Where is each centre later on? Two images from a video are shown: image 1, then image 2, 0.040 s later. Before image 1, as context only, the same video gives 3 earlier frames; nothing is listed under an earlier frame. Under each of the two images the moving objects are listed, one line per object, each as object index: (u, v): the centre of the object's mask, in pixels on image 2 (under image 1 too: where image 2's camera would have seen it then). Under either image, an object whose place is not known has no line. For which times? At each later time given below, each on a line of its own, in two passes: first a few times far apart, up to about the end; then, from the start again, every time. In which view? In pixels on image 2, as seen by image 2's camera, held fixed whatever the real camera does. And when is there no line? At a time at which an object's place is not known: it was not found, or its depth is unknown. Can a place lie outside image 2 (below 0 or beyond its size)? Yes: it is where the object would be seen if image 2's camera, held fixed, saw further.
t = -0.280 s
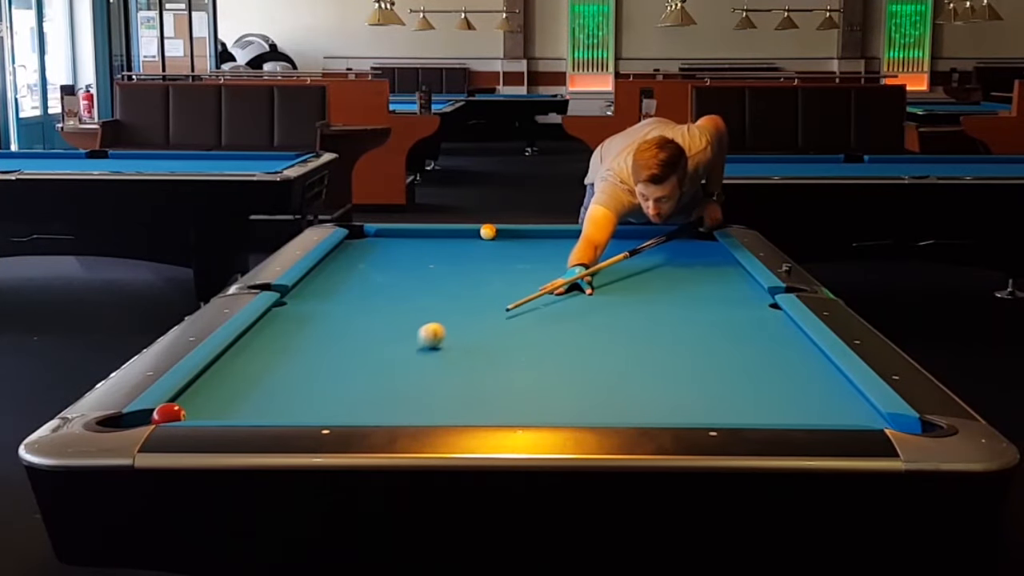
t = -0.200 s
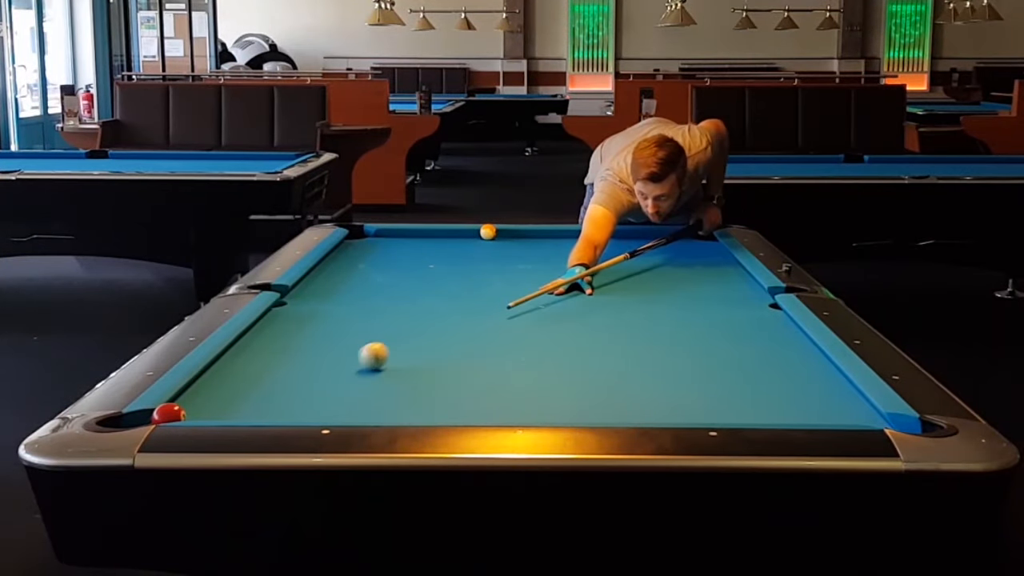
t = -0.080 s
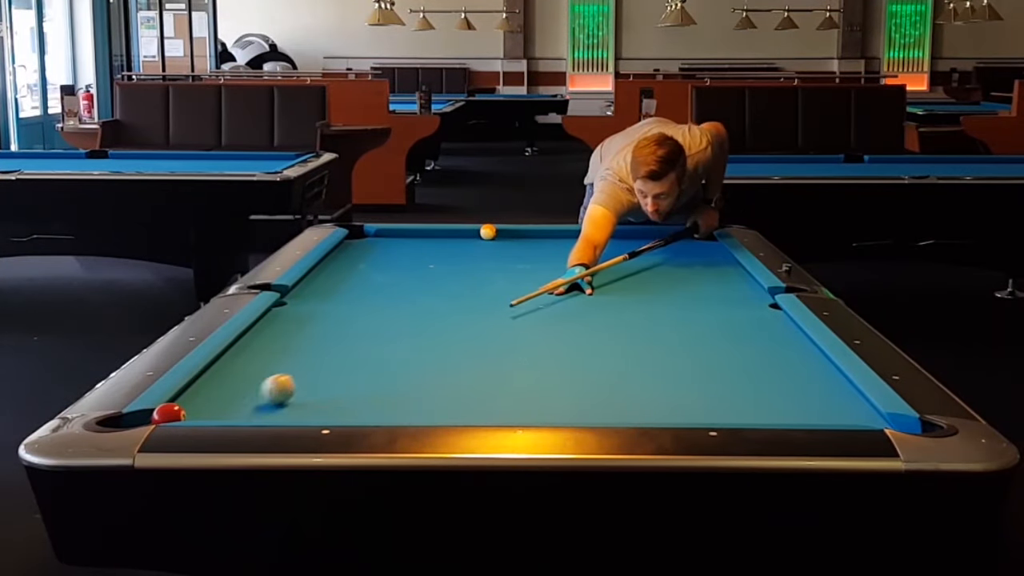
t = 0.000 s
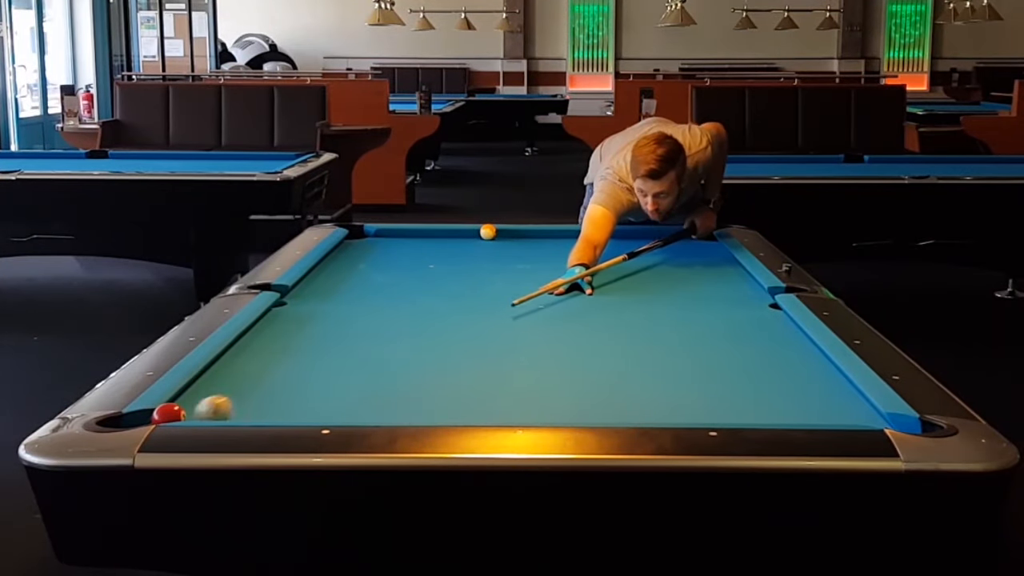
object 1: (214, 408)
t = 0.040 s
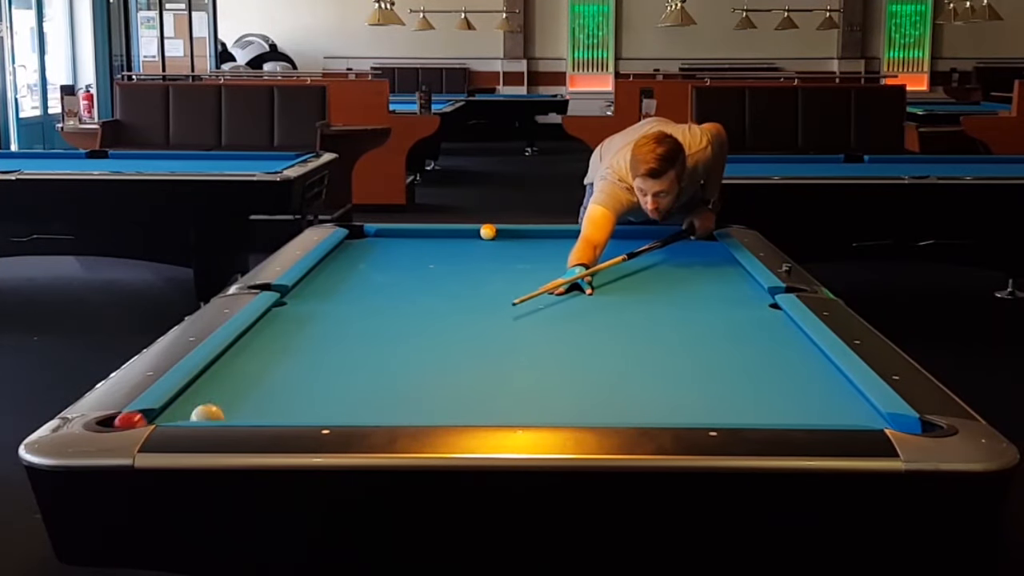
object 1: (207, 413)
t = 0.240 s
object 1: (198, 393)
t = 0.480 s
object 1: (236, 375)
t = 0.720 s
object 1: (280, 358)
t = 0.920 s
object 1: (310, 347)
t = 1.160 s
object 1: (342, 335)
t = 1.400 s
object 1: (371, 325)
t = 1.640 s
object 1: (398, 314)
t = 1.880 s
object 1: (421, 306)
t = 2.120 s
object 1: (443, 298)
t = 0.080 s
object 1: (209, 410)
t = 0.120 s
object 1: (209, 406)
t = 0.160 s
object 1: (208, 402)
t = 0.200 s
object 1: (204, 399)
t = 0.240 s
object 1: (198, 393)
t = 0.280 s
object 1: (196, 389)
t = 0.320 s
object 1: (206, 386)
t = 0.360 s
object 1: (213, 383)
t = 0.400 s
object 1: (220, 381)
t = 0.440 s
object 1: (229, 377)
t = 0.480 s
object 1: (236, 375)
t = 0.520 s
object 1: (245, 371)
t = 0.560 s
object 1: (251, 369)
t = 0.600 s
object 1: (257, 367)
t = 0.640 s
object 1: (266, 364)
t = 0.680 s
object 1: (271, 362)
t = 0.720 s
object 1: (280, 358)
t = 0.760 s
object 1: (285, 357)
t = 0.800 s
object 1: (290, 355)
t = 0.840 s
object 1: (298, 352)
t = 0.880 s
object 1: (303, 350)
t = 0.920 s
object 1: (310, 347)
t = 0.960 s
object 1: (315, 345)
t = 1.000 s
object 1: (320, 343)
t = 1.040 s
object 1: (327, 341)
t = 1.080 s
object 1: (331, 339)
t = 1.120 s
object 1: (338, 337)
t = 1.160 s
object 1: (342, 335)
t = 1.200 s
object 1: (347, 334)
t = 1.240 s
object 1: (353, 331)
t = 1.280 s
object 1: (357, 330)
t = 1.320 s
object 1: (363, 327)
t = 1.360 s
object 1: (367, 326)
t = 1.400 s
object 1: (371, 325)
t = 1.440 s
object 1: (377, 322)
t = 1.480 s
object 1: (380, 321)
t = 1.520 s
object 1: (386, 319)
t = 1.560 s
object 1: (390, 318)
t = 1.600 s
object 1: (393, 316)
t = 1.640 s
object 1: (398, 314)
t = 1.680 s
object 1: (401, 313)
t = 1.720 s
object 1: (407, 311)
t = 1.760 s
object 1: (410, 310)
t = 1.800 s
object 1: (413, 309)
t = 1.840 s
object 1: (418, 307)
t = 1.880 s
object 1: (421, 306)
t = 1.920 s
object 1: (426, 304)
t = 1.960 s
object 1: (429, 303)
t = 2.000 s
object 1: (432, 302)
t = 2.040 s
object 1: (436, 301)
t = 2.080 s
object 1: (439, 300)
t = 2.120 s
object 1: (443, 298)
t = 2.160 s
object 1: (446, 297)
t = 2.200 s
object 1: (449, 296)
